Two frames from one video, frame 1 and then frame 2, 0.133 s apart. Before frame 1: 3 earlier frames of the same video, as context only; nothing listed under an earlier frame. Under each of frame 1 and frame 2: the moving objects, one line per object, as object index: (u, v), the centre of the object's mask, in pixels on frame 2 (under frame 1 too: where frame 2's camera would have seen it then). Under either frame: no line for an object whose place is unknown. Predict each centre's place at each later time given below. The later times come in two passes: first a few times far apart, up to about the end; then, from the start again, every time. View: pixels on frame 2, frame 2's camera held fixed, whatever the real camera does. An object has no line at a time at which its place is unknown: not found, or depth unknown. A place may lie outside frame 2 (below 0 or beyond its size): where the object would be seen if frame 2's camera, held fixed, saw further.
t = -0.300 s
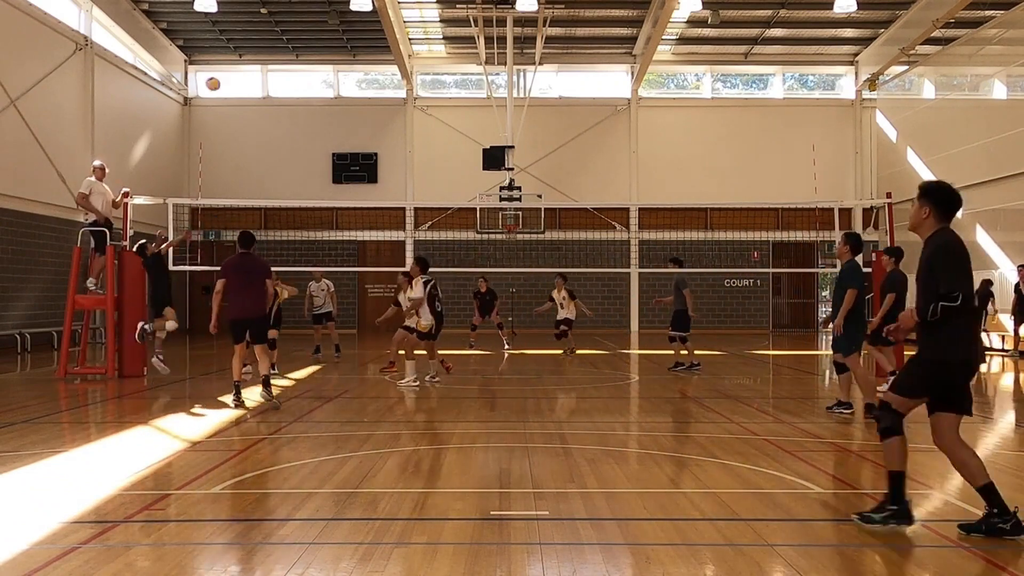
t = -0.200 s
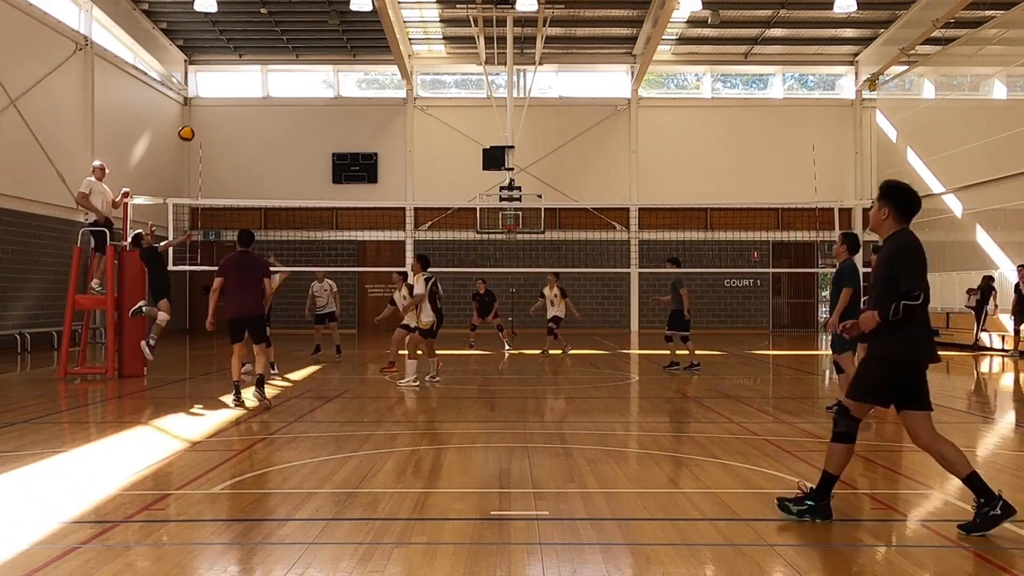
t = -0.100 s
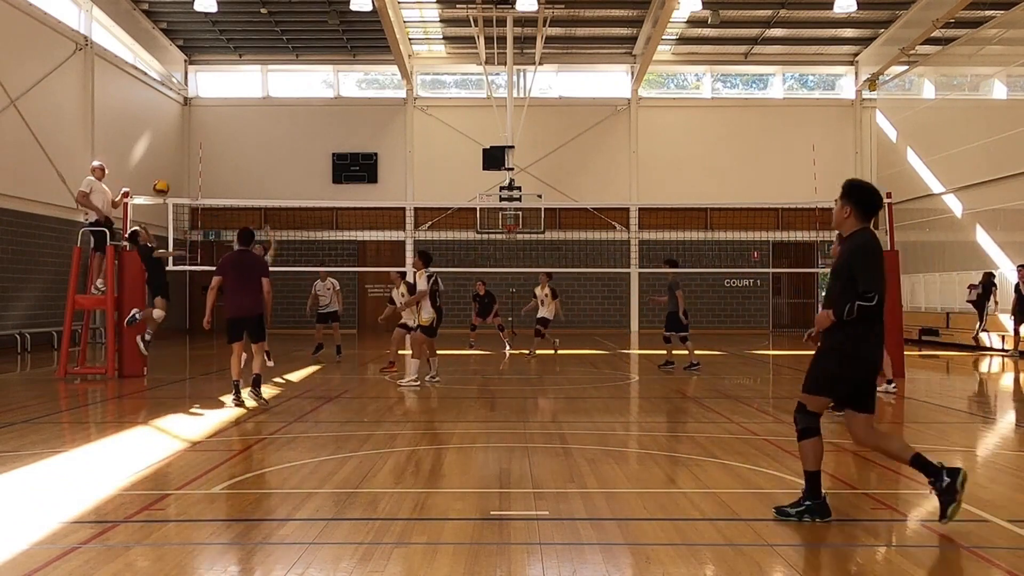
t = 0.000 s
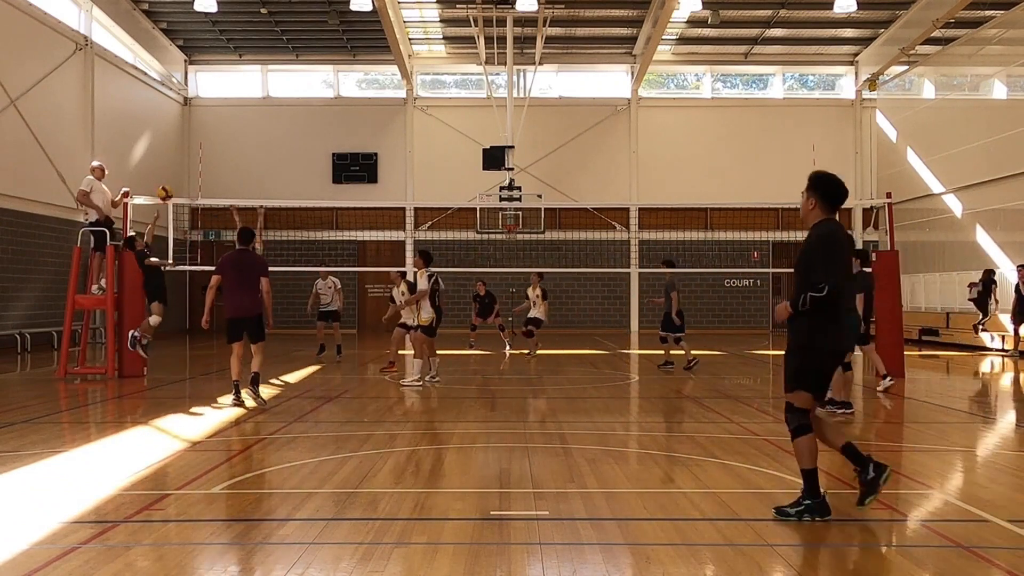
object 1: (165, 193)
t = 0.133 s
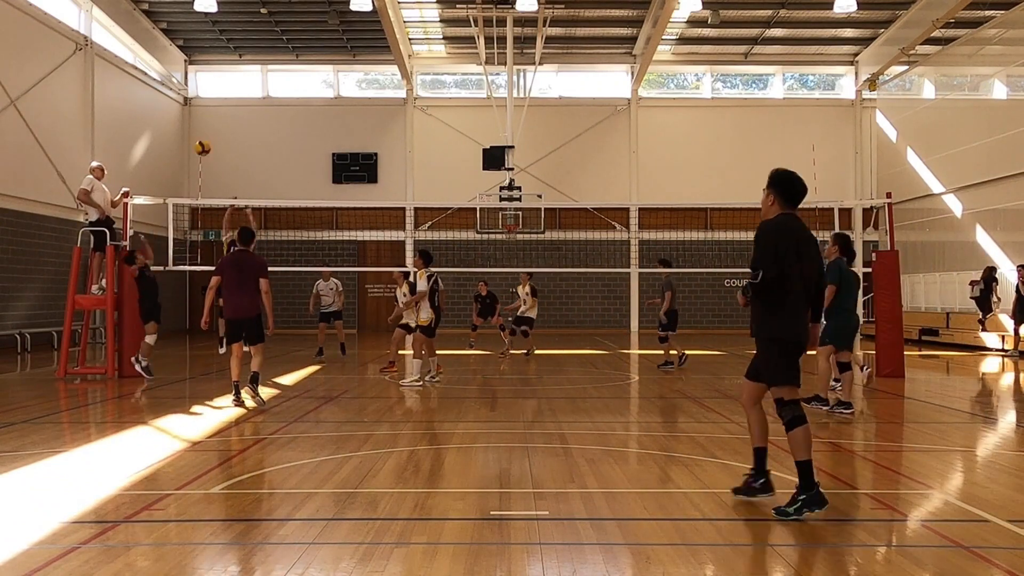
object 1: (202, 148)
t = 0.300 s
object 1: (248, 111)
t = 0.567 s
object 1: (317, 96)
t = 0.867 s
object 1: (389, 136)
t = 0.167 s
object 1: (212, 139)
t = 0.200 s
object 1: (221, 131)
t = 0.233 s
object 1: (230, 124)
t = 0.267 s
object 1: (239, 117)
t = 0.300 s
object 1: (248, 111)
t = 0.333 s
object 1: (257, 107)
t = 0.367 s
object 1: (265, 103)
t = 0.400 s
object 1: (274, 100)
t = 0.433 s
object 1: (283, 97)
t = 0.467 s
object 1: (291, 96)
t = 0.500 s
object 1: (300, 95)
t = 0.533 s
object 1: (309, 95)
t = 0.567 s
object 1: (317, 96)
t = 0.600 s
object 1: (325, 97)
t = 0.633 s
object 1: (333, 99)
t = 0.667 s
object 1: (342, 102)
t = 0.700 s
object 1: (350, 106)
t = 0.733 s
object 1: (358, 110)
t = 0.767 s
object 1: (366, 115)
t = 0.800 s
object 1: (374, 121)
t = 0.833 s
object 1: (382, 129)
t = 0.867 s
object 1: (389, 136)
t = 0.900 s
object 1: (397, 144)
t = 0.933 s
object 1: (405, 153)
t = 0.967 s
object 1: (413, 162)
